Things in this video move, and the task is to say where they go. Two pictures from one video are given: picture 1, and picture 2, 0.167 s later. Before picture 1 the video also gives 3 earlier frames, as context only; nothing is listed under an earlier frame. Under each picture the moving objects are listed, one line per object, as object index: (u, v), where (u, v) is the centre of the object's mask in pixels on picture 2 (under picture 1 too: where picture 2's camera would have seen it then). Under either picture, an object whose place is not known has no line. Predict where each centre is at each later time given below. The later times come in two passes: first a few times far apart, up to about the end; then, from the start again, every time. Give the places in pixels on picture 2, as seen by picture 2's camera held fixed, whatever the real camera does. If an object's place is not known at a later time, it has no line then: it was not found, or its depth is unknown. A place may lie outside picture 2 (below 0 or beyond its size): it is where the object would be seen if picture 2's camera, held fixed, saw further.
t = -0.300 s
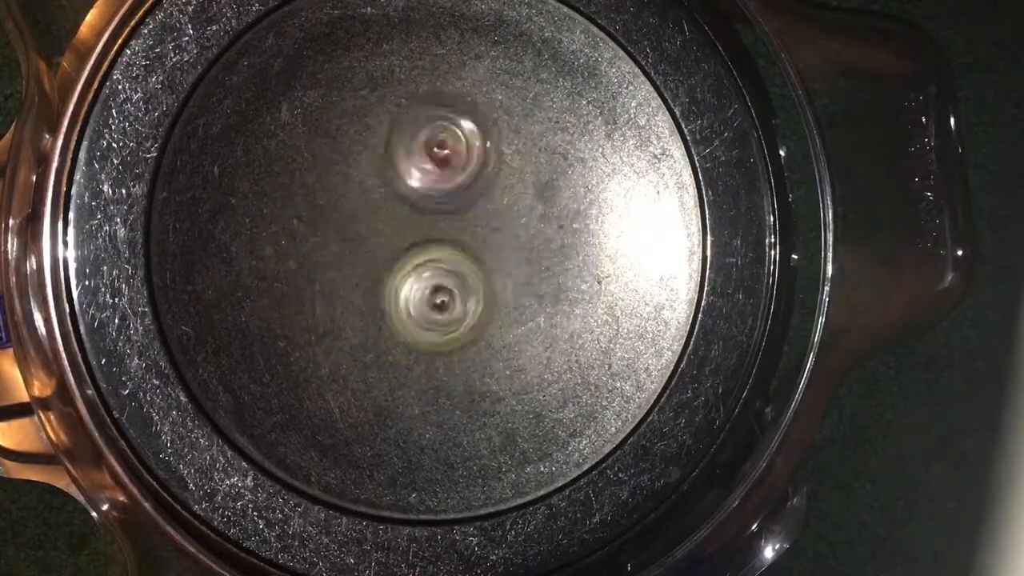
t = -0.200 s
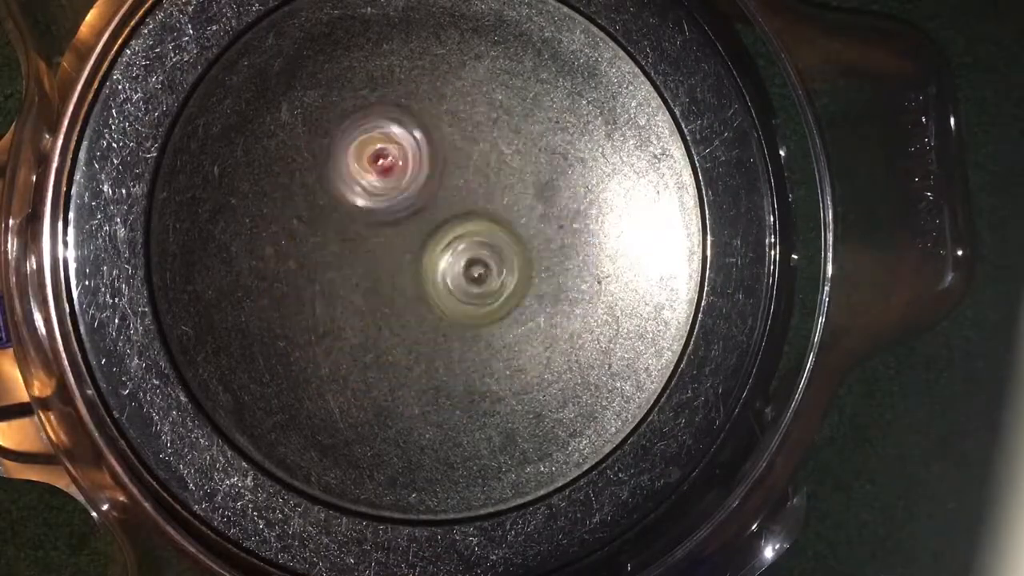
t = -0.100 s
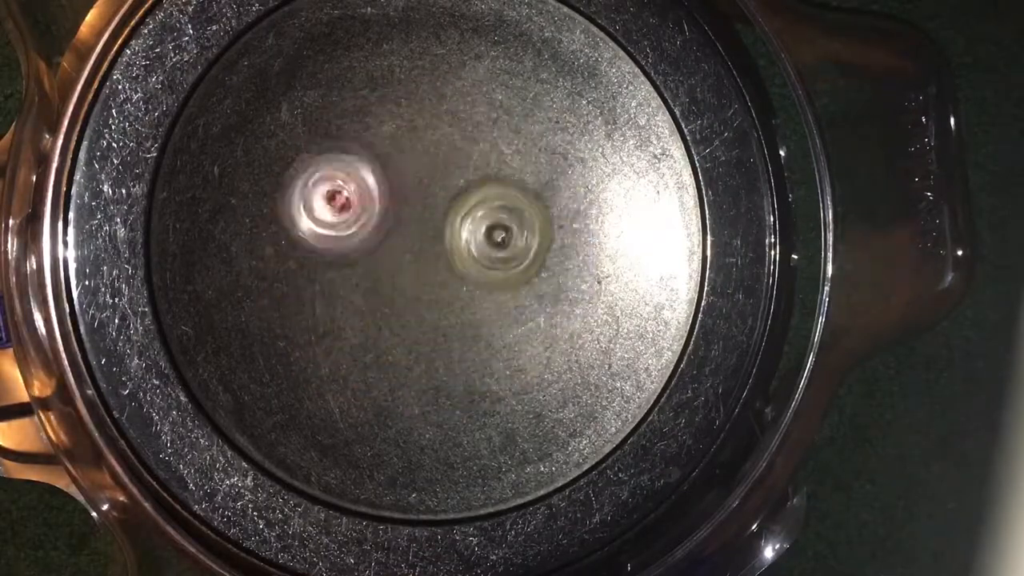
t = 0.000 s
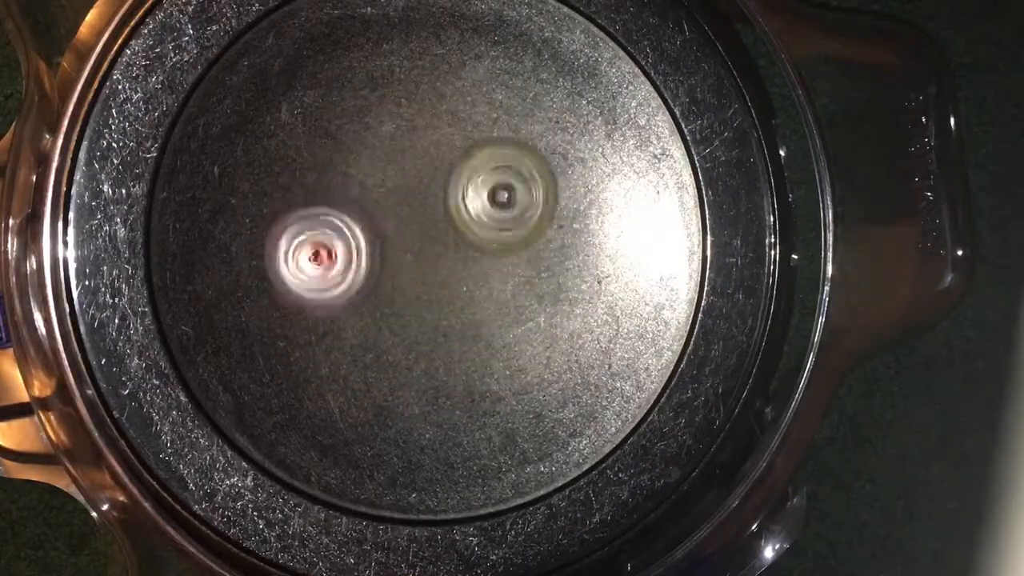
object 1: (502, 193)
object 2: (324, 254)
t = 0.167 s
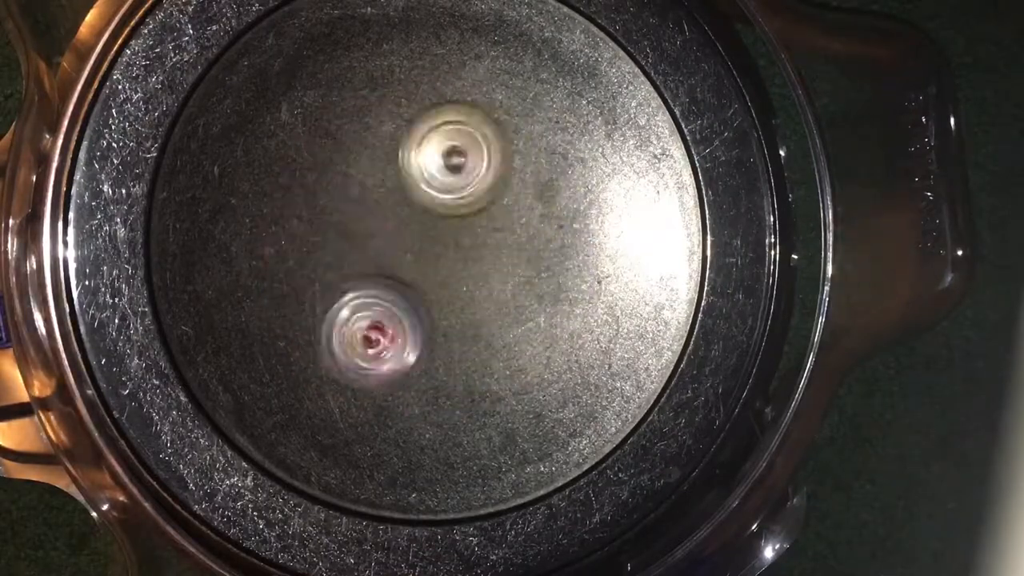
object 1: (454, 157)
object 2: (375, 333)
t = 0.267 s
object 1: (417, 182)
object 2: (432, 345)
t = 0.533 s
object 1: (411, 299)
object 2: (530, 250)
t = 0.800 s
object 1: (491, 318)
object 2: (452, 148)
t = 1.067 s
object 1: (454, 229)
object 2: (333, 226)
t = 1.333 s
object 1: (392, 237)
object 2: (337, 353)
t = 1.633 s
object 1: (422, 228)
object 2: (473, 345)
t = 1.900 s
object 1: (418, 164)
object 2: (543, 272)
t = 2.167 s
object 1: (382, 180)
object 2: (500, 212)
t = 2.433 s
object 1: (347, 220)
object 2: (527, 262)
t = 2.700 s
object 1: (394, 255)
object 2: (510, 287)
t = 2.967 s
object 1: (383, 201)
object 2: (498, 295)
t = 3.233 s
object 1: (400, 146)
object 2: (465, 271)
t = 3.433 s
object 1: (431, 135)
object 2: (457, 290)
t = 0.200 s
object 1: (442, 162)
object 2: (395, 339)
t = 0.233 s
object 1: (427, 171)
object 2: (413, 341)
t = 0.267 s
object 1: (417, 182)
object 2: (432, 345)
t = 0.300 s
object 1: (407, 196)
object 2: (452, 339)
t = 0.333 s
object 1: (403, 211)
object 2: (468, 333)
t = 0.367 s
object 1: (398, 227)
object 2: (484, 324)
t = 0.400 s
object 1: (397, 244)
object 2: (501, 313)
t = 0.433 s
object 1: (397, 259)
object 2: (512, 301)
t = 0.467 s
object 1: (400, 272)
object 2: (520, 283)
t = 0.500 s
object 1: (404, 287)
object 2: (526, 269)
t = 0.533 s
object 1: (411, 299)
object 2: (530, 250)
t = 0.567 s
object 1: (419, 308)
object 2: (530, 231)
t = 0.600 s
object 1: (427, 317)
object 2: (528, 216)
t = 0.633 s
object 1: (439, 325)
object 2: (521, 196)
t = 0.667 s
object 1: (448, 330)
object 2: (515, 182)
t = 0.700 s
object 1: (461, 332)
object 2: (500, 169)
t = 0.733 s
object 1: (473, 331)
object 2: (487, 160)
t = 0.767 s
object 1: (484, 326)
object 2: (471, 151)
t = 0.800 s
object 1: (491, 318)
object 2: (452, 148)
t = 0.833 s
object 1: (495, 307)
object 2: (435, 149)
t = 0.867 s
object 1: (497, 294)
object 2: (417, 152)
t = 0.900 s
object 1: (496, 283)
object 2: (403, 160)
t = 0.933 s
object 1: (490, 266)
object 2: (383, 170)
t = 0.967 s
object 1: (483, 254)
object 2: (368, 182)
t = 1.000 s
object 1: (474, 243)
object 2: (356, 197)
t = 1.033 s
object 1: (461, 233)
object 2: (346, 211)
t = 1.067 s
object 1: (454, 229)
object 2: (333, 226)
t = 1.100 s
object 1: (446, 226)
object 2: (324, 237)
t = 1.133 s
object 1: (436, 223)
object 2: (312, 255)
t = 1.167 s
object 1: (425, 223)
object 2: (309, 269)
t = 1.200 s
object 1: (417, 223)
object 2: (307, 290)
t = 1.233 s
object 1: (407, 225)
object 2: (307, 309)
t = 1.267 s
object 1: (399, 230)
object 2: (317, 322)
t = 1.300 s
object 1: (395, 234)
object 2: (324, 336)
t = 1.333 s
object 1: (392, 237)
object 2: (337, 353)
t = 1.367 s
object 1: (391, 237)
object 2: (350, 361)
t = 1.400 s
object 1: (393, 236)
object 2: (363, 371)
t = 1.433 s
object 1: (396, 236)
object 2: (383, 376)
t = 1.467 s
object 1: (401, 235)
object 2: (401, 376)
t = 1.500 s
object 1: (404, 237)
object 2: (415, 373)
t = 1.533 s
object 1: (408, 236)
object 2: (433, 366)
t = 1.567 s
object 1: (412, 236)
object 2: (446, 358)
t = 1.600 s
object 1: (419, 236)
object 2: (465, 344)
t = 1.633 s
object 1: (422, 228)
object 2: (473, 345)
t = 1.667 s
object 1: (423, 214)
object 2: (486, 341)
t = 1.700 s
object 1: (424, 202)
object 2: (498, 338)
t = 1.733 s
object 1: (424, 194)
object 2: (510, 330)
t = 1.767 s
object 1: (425, 185)
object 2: (519, 324)
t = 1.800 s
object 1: (422, 177)
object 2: (532, 314)
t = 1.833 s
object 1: (421, 173)
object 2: (539, 301)
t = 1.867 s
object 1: (421, 167)
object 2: (543, 286)
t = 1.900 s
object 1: (418, 164)
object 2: (543, 272)
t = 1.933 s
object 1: (417, 162)
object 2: (540, 256)
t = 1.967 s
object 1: (416, 165)
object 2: (533, 240)
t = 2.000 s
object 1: (416, 169)
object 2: (526, 227)
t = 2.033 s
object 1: (411, 170)
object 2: (520, 224)
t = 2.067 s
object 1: (401, 169)
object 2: (516, 220)
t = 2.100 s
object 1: (394, 170)
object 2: (511, 216)
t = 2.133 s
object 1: (387, 173)
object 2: (508, 215)
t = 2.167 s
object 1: (382, 180)
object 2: (500, 212)
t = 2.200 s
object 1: (374, 186)
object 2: (494, 215)
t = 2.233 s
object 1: (363, 191)
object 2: (498, 221)
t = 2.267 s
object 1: (353, 197)
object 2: (502, 229)
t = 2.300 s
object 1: (344, 205)
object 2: (507, 237)
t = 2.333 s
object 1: (340, 213)
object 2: (516, 245)
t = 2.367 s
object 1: (336, 224)
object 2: (521, 251)
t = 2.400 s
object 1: (326, 207)
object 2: (525, 258)
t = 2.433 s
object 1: (347, 220)
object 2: (527, 262)
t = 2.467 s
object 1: (345, 258)
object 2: (526, 264)
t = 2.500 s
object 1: (352, 267)
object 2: (524, 266)
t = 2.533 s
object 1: (362, 276)
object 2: (519, 265)
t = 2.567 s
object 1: (372, 283)
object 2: (515, 265)
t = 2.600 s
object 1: (396, 262)
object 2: (505, 269)
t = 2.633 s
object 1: (388, 290)
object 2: (507, 278)
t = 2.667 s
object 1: (398, 258)
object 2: (507, 284)
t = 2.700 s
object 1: (394, 255)
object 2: (510, 287)
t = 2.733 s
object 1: (407, 251)
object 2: (517, 295)
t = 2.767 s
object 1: (388, 241)
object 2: (522, 297)
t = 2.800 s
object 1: (377, 261)
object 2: (524, 303)
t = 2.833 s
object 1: (382, 227)
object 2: (520, 305)
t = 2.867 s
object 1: (375, 226)
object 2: (514, 304)
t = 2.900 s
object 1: (382, 215)
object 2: (508, 303)
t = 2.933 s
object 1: (375, 213)
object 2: (503, 300)
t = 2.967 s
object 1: (383, 201)
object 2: (498, 295)
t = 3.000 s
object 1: (383, 195)
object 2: (489, 287)
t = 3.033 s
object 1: (378, 190)
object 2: (480, 282)
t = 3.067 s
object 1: (392, 183)
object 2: (470, 276)
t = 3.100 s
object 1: (382, 173)
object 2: (468, 272)
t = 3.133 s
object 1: (386, 155)
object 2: (468, 272)
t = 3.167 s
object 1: (394, 156)
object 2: (467, 271)
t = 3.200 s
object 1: (389, 150)
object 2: (466, 269)
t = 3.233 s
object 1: (400, 146)
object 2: (465, 271)
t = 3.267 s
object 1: (393, 143)
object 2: (463, 271)
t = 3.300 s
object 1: (402, 135)
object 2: (462, 272)
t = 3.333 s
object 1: (408, 138)
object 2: (458, 270)
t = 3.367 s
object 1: (411, 134)
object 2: (457, 275)
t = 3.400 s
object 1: (426, 134)
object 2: (456, 283)
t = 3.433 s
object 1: (431, 135)
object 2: (457, 290)
